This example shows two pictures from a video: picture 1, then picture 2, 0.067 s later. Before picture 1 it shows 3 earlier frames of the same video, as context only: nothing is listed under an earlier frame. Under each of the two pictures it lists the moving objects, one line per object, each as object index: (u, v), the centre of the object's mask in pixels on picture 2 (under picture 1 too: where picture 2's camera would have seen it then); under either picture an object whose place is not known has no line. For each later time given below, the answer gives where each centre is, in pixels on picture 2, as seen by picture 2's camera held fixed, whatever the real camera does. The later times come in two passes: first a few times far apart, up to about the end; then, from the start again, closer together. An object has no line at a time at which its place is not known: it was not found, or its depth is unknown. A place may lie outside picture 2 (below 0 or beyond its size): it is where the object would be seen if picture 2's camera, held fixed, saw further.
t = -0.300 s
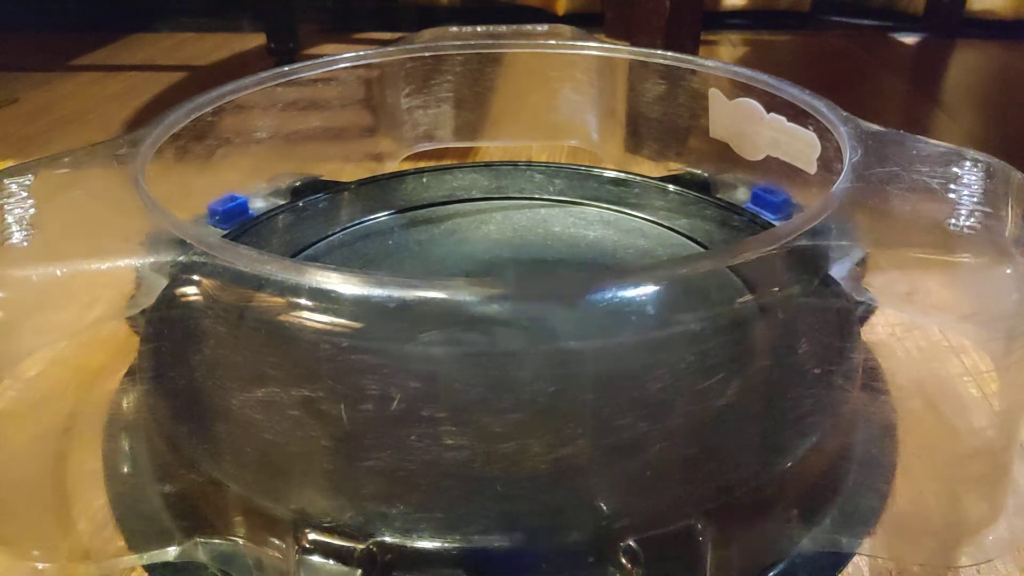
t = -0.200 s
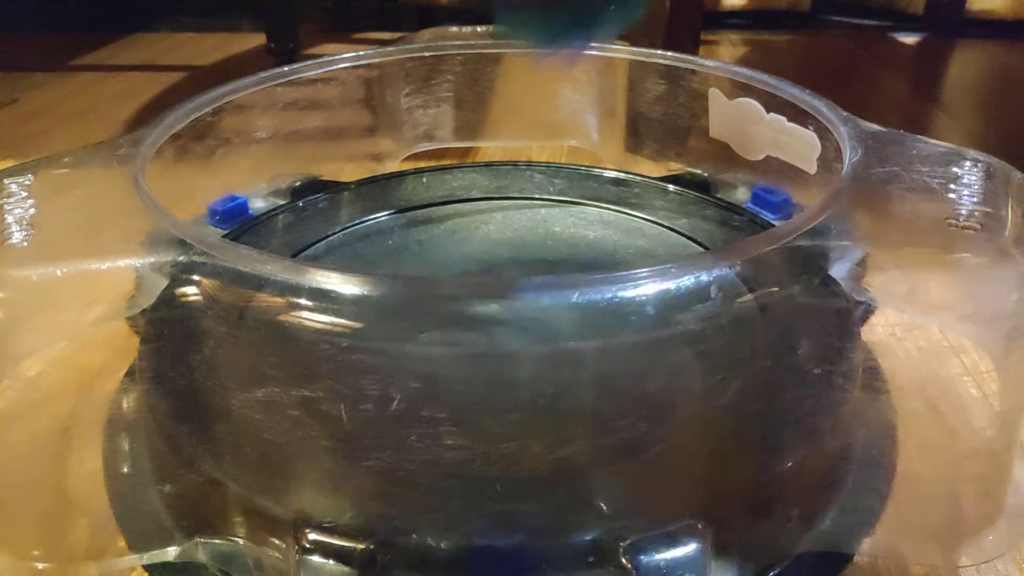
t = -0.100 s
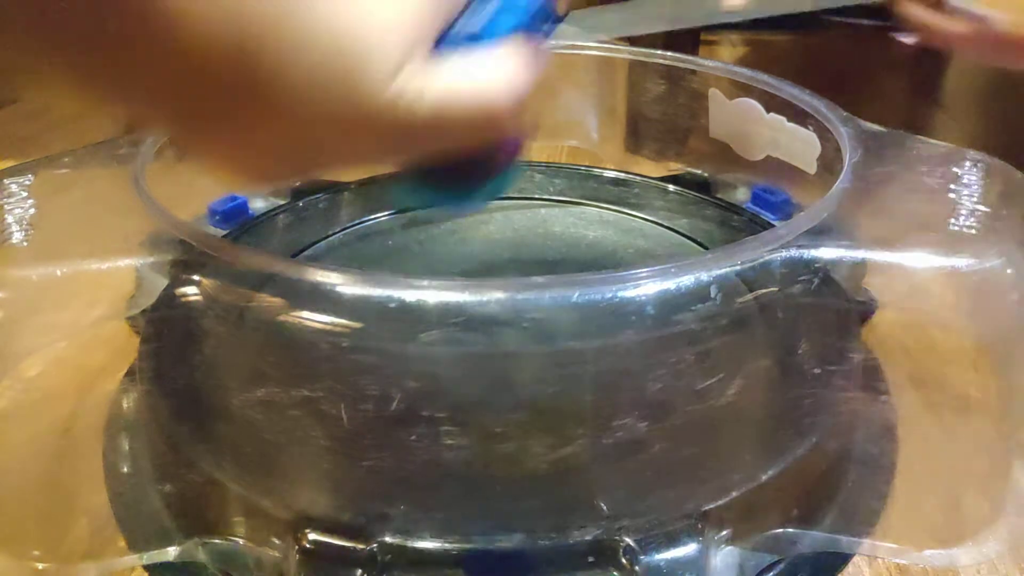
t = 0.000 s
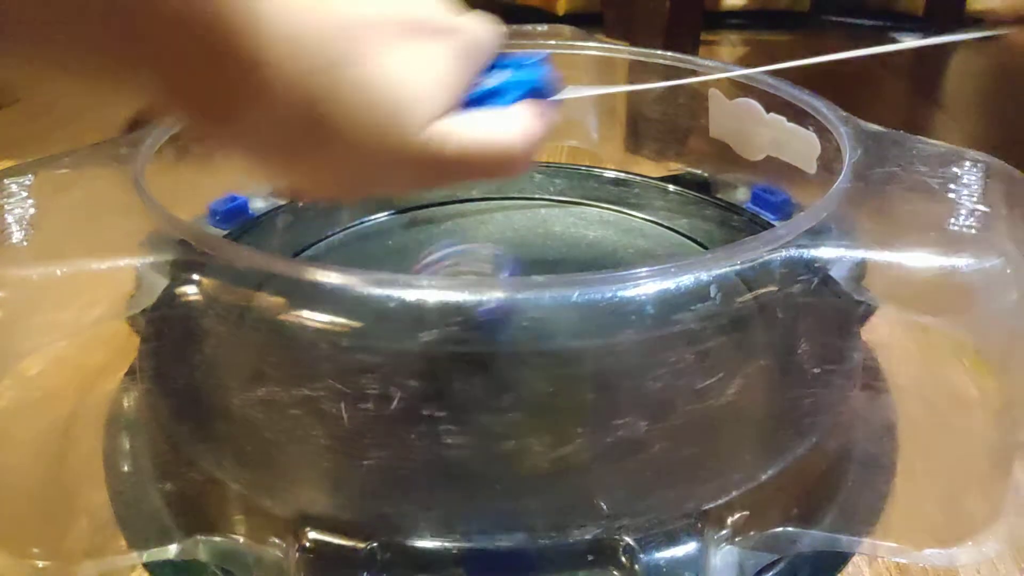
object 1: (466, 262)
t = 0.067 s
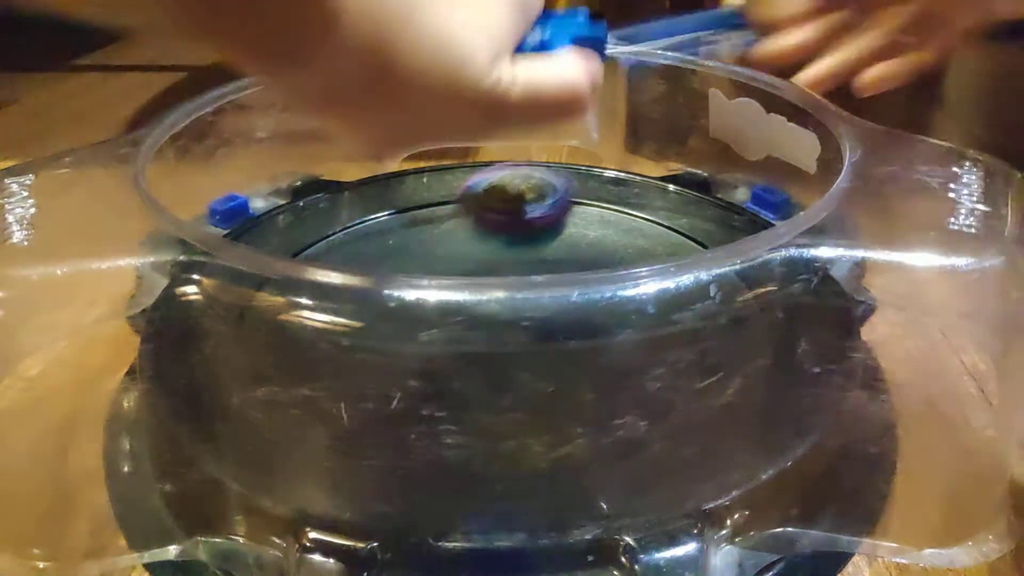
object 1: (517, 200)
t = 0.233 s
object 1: (620, 191)
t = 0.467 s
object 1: (602, 206)
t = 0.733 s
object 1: (452, 259)
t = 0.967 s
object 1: (418, 345)
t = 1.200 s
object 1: (587, 344)
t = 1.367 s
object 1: (657, 285)
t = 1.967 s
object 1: (371, 252)
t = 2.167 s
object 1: (374, 320)
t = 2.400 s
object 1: (562, 341)
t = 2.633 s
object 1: (600, 260)
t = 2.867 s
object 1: (462, 256)
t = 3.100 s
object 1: (303, 246)
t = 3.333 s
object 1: (363, 306)
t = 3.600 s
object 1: (417, 262)
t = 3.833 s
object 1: (471, 246)
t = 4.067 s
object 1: (424, 219)
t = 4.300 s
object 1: (399, 250)
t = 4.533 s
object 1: (477, 308)
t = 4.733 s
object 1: (511, 271)
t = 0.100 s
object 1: (541, 184)
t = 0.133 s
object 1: (566, 189)
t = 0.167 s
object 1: (591, 215)
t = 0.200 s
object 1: (610, 215)
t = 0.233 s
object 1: (620, 191)
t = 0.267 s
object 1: (630, 189)
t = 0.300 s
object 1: (639, 193)
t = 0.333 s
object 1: (638, 184)
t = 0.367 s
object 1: (633, 183)
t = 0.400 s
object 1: (626, 194)
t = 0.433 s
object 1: (615, 199)
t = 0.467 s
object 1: (602, 206)
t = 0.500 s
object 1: (585, 214)
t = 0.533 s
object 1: (566, 222)
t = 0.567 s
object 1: (547, 229)
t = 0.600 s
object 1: (527, 236)
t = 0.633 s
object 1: (506, 244)
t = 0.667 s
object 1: (487, 249)
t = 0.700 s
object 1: (469, 255)
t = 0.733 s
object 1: (452, 259)
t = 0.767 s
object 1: (438, 275)
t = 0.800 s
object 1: (424, 300)
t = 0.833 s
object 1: (409, 319)
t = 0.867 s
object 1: (405, 324)
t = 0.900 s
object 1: (403, 334)
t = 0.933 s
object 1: (408, 338)
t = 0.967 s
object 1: (418, 345)
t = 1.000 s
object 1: (433, 356)
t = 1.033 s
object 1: (451, 359)
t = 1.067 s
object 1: (476, 363)
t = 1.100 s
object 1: (505, 362)
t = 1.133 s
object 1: (534, 358)
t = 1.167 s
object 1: (562, 353)
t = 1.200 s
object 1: (587, 344)
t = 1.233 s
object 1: (610, 336)
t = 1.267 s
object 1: (629, 326)
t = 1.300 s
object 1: (641, 314)
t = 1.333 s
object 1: (652, 303)
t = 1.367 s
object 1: (657, 285)
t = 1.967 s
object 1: (371, 252)
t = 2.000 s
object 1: (363, 255)
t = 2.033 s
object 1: (354, 267)
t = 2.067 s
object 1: (336, 299)
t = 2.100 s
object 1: (350, 303)
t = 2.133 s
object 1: (357, 312)
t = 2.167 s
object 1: (374, 320)
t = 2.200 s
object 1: (393, 327)
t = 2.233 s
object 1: (415, 336)
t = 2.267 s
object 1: (442, 342)
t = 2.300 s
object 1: (472, 343)
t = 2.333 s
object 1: (504, 344)
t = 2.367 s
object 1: (536, 343)
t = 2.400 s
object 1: (562, 341)
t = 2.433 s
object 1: (588, 334)
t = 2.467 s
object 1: (606, 328)
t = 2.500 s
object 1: (615, 318)
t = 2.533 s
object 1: (619, 312)
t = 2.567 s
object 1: (620, 306)
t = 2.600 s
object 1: (617, 306)
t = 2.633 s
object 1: (600, 260)
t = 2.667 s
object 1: (595, 258)
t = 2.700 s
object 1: (589, 256)
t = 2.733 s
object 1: (579, 254)
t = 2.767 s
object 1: (567, 252)
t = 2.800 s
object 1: (548, 253)
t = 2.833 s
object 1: (505, 255)
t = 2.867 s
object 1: (462, 256)
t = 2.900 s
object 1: (424, 255)
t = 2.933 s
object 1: (389, 253)
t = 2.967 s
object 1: (359, 250)
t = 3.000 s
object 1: (334, 246)
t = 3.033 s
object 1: (317, 245)
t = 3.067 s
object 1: (307, 244)
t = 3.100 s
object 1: (303, 246)
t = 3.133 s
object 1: (297, 259)
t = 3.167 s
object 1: (302, 272)
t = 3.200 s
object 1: (318, 286)
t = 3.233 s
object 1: (344, 303)
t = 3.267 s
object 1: (363, 308)
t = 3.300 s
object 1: (361, 307)
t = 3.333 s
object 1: (363, 306)
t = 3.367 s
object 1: (367, 298)
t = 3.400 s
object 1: (370, 306)
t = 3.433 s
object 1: (385, 291)
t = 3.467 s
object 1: (390, 273)
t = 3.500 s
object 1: (397, 264)
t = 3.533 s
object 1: (404, 264)
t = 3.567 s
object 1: (411, 263)
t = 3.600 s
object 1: (417, 262)
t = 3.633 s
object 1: (423, 261)
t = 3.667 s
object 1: (431, 260)
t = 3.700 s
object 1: (441, 258)
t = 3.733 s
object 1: (449, 255)
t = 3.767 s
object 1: (457, 252)
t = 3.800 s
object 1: (465, 248)
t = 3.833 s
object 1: (471, 246)
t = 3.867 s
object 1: (476, 243)
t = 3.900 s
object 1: (471, 239)
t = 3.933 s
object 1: (459, 234)
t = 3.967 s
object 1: (449, 227)
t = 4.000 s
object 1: (441, 223)
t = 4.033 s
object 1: (432, 221)
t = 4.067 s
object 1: (424, 219)
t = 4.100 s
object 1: (416, 219)
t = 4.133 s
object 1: (410, 216)
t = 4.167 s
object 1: (405, 221)
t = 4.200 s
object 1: (401, 229)
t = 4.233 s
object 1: (398, 238)
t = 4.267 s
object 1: (397, 245)
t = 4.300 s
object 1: (399, 250)
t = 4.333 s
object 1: (405, 254)
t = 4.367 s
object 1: (412, 258)
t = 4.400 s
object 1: (419, 275)
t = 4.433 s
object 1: (430, 276)
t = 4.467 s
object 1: (446, 299)
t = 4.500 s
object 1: (463, 308)
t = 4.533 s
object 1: (477, 308)
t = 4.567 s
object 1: (491, 308)
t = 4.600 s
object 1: (505, 303)
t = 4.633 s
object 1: (511, 295)
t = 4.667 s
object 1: (516, 297)
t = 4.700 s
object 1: (517, 276)
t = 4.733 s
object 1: (511, 271)
